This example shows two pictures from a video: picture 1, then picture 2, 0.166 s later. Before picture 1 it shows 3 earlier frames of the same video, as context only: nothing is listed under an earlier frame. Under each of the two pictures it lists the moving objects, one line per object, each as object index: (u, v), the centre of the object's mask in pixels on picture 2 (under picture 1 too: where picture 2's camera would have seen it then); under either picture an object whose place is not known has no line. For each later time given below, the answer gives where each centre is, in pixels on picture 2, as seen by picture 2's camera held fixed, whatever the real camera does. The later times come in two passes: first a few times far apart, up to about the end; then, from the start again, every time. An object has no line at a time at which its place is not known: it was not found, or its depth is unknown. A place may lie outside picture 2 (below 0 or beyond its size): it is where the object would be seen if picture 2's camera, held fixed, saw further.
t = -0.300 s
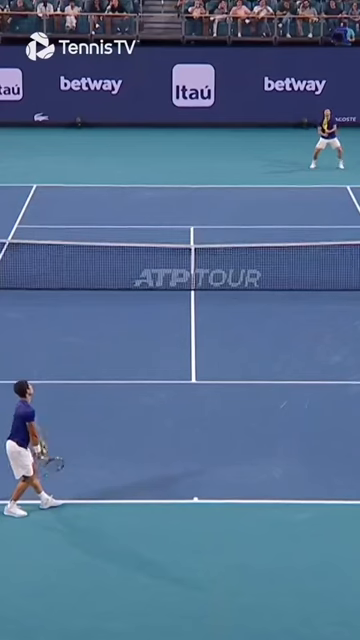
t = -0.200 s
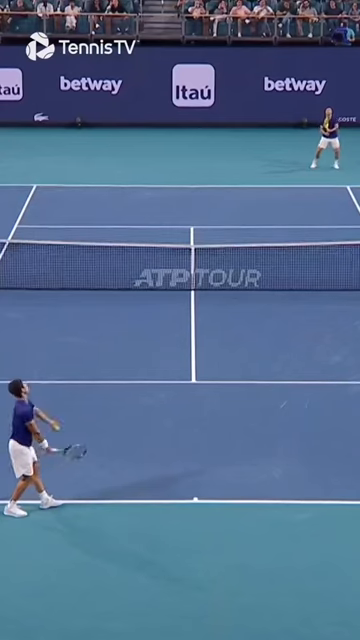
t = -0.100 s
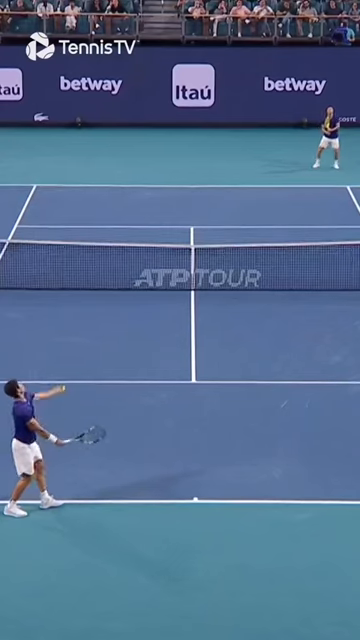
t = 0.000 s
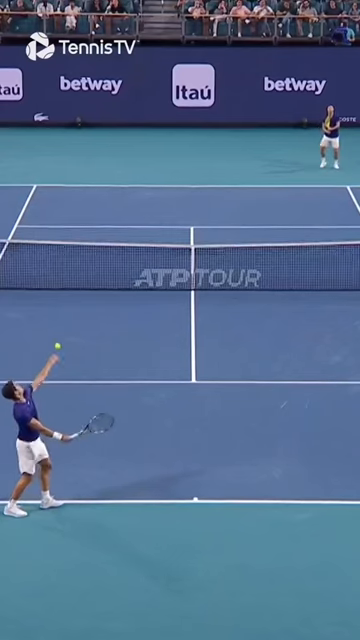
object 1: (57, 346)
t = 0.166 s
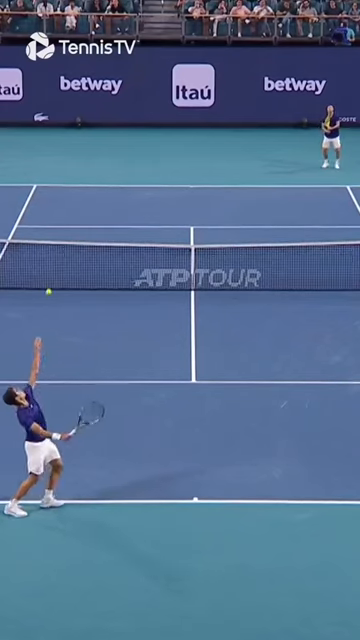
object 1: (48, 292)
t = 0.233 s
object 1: (44, 272)
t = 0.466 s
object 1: (33, 246)
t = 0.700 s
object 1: (21, 258)
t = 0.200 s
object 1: (46, 279)
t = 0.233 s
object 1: (44, 272)
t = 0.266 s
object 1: (43, 269)
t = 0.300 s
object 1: (41, 263)
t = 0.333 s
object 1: (38, 256)
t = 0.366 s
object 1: (38, 253)
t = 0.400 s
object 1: (36, 251)
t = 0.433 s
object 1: (35, 248)
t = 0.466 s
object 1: (33, 246)
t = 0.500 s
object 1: (31, 245)
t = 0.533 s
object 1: (29, 246)
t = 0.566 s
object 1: (29, 246)
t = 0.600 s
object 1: (26, 248)
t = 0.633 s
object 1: (25, 251)
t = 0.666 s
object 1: (24, 252)
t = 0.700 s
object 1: (21, 258)
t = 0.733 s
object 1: (20, 263)
